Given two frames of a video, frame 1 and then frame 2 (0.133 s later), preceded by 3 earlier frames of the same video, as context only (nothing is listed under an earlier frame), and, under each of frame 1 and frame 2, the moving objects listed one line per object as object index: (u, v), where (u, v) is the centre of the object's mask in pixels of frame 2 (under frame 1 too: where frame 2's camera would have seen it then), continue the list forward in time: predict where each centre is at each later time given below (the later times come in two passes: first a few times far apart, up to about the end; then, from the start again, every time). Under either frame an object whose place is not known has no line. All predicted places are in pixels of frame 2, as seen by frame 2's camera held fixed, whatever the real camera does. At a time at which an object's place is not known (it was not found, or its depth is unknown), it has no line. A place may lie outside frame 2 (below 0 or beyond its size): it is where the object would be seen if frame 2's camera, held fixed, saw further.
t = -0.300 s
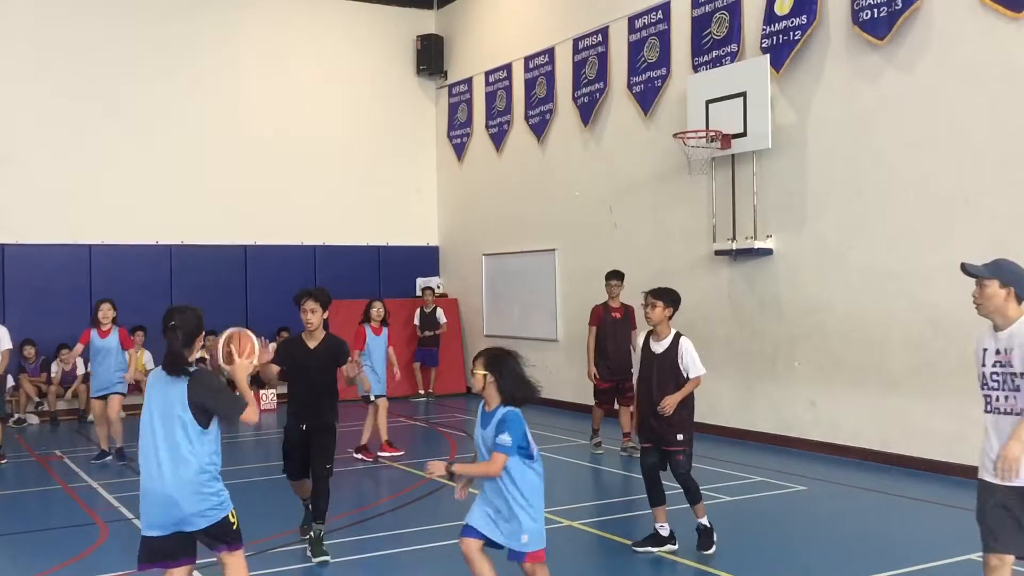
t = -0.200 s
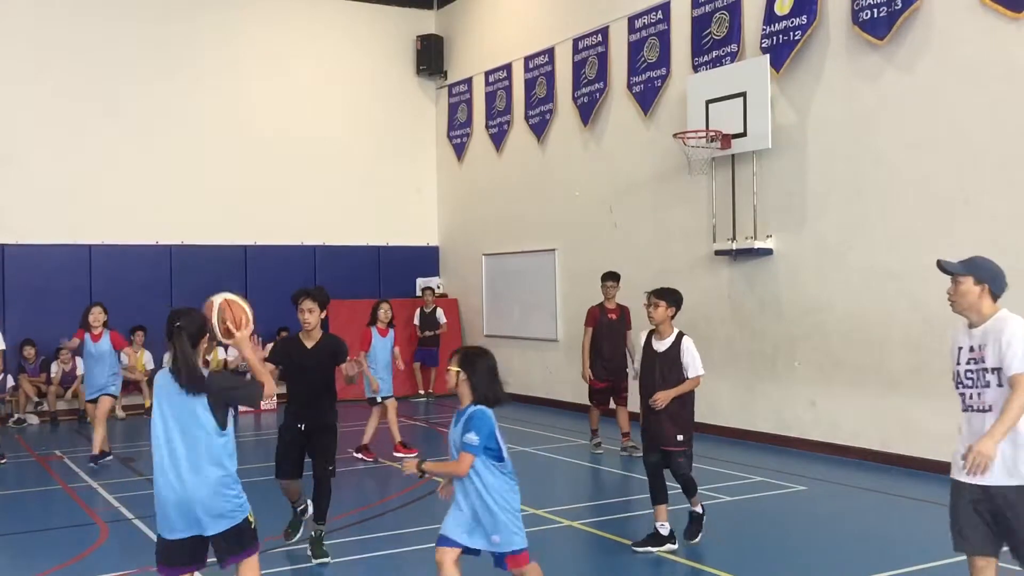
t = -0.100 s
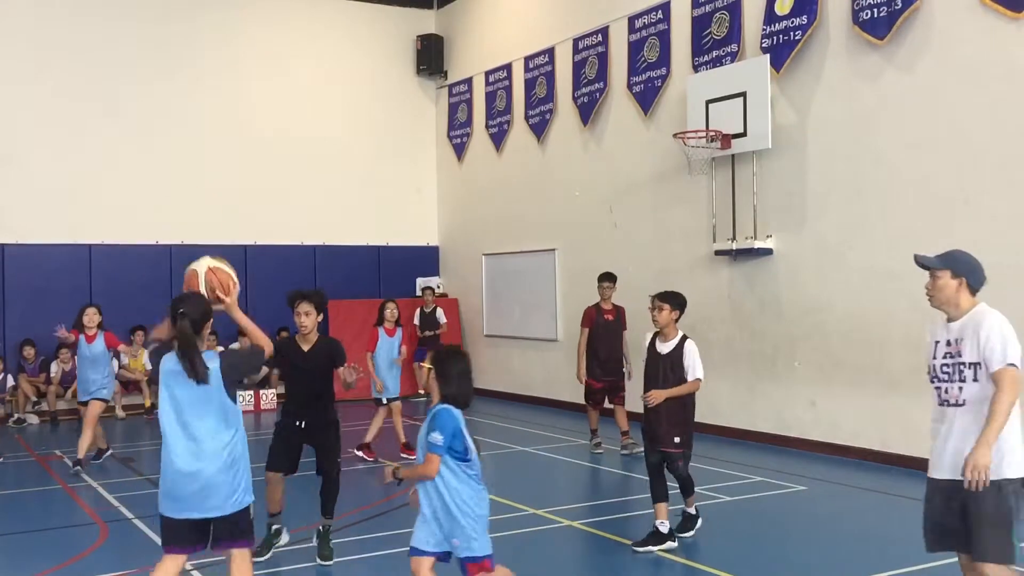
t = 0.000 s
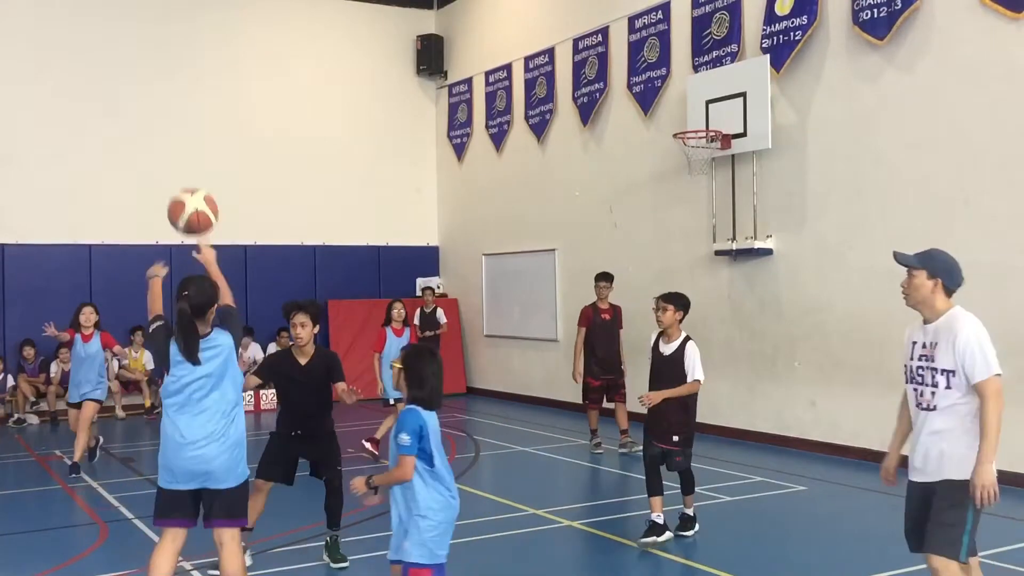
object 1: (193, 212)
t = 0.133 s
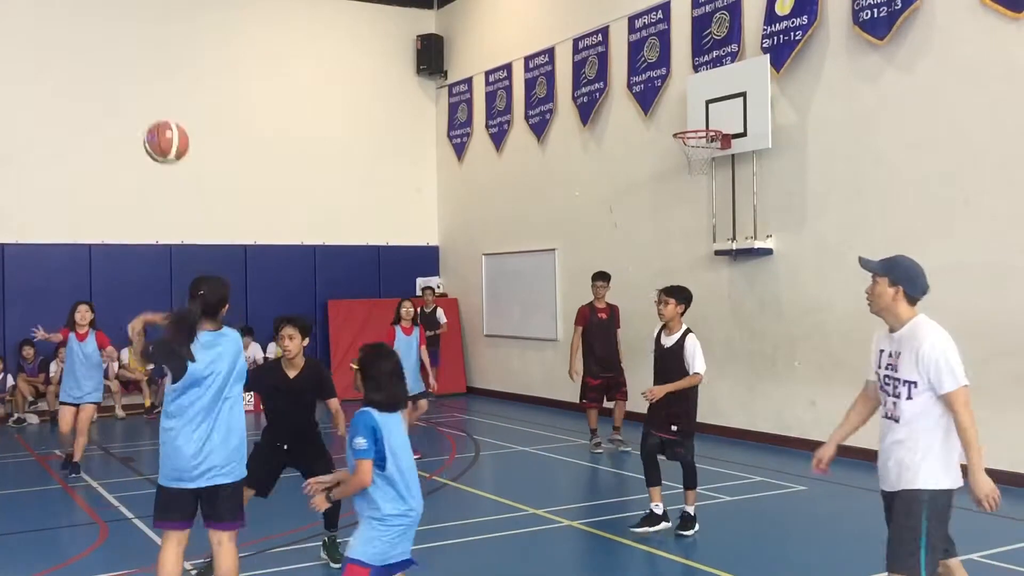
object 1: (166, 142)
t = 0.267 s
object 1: (146, 116)
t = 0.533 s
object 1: (116, 146)
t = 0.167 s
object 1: (161, 132)
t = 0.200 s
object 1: (155, 125)
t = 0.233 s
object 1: (150, 119)
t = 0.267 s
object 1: (146, 116)
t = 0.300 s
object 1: (142, 115)
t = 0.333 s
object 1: (137, 116)
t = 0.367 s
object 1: (134, 117)
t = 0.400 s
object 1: (130, 121)
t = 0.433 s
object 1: (126, 125)
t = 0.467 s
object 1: (123, 131)
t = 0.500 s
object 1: (119, 139)
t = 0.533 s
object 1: (116, 146)
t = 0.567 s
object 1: (113, 157)
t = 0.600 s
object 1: (110, 167)
